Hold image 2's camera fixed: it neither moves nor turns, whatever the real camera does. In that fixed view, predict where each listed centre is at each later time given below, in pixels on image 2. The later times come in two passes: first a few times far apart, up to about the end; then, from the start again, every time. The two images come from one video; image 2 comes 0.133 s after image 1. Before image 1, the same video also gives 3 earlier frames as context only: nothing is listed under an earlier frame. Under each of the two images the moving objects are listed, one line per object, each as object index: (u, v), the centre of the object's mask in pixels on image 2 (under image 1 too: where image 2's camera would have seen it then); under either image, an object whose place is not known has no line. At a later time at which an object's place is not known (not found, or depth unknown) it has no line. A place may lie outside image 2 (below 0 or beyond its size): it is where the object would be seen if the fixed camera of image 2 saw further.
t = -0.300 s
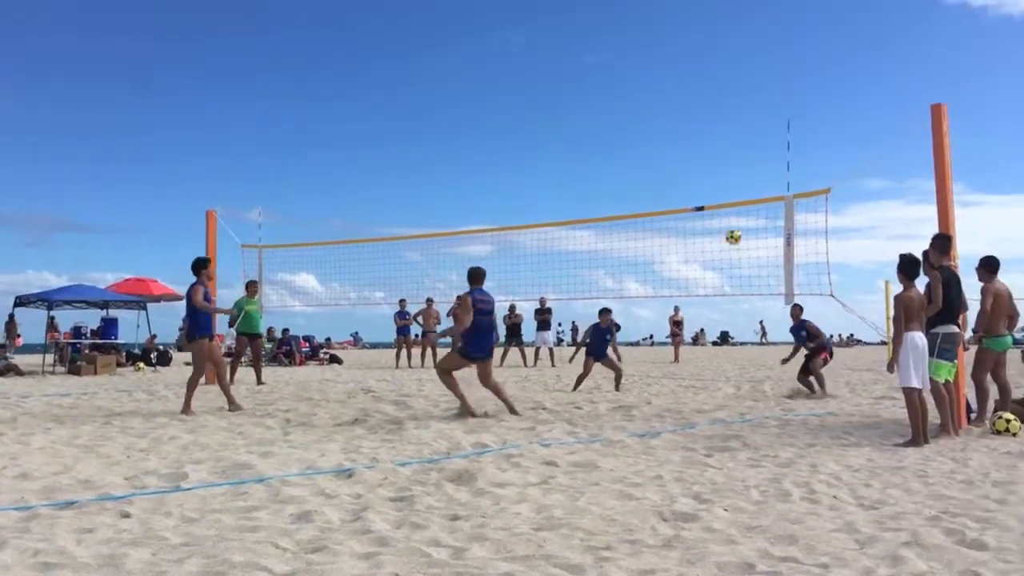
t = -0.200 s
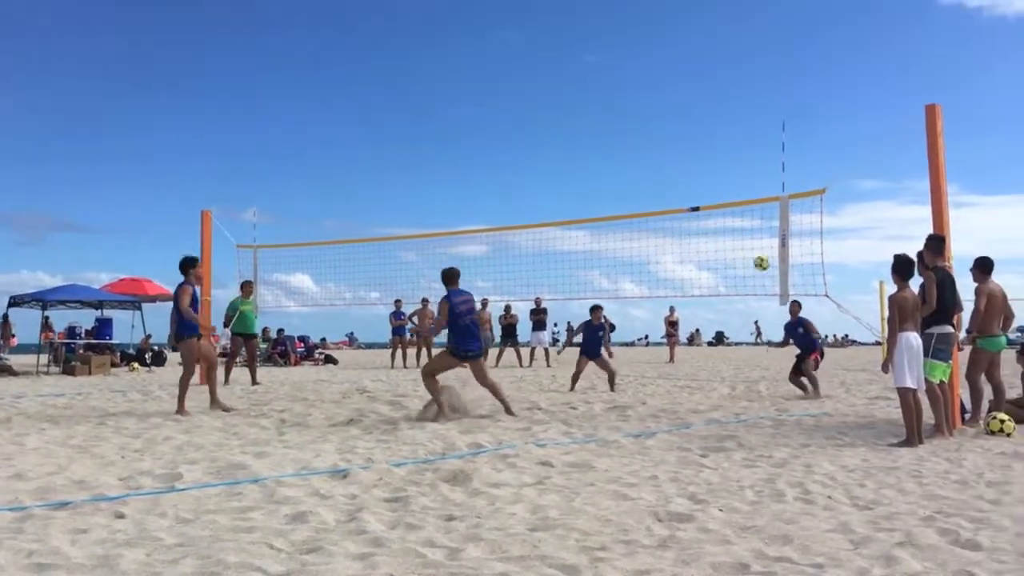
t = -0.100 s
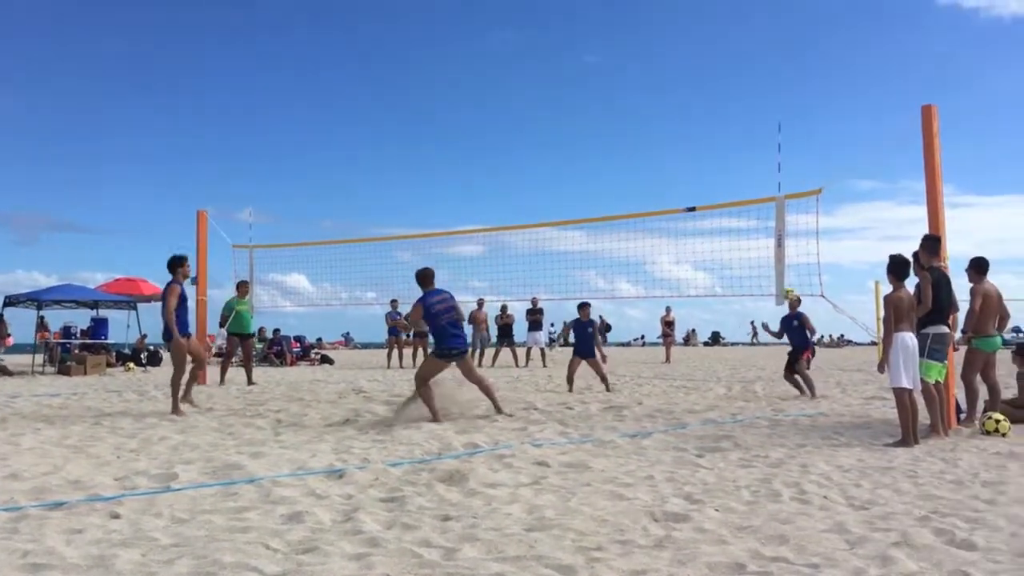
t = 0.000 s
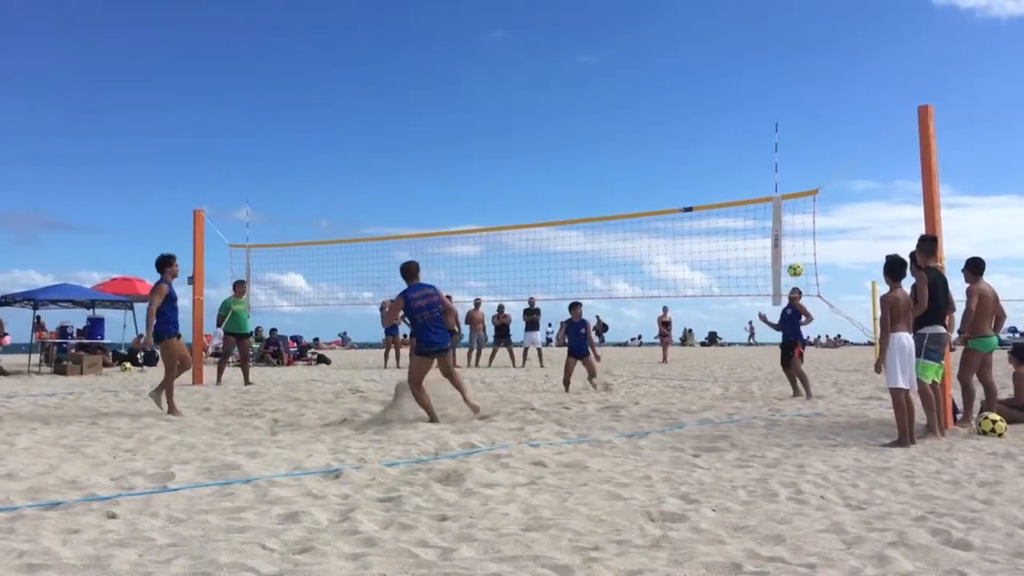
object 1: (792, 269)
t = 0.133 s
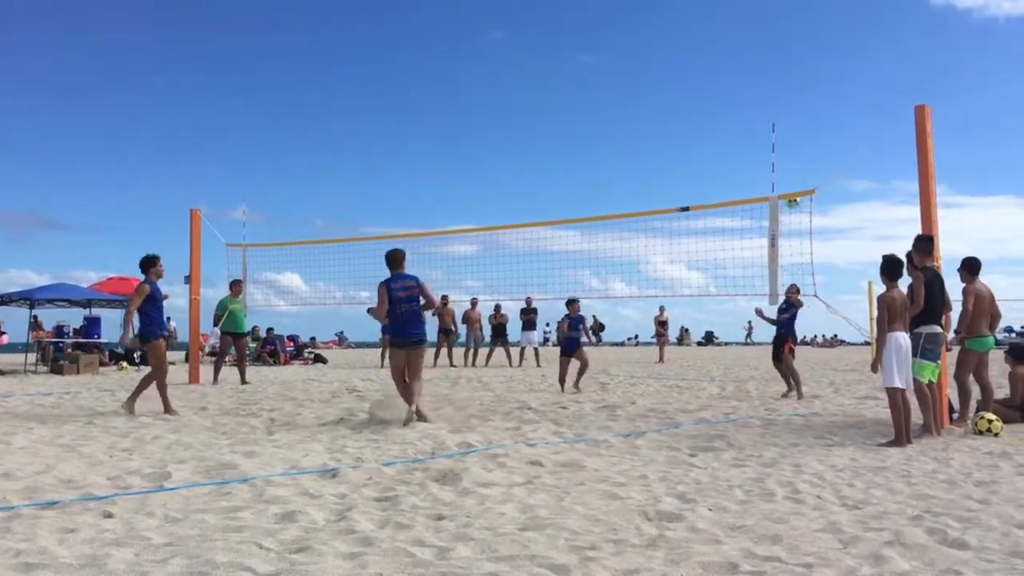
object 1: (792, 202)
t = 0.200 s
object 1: (792, 171)
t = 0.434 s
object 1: (797, 85)
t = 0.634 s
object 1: (806, 38)
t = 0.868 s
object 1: (816, 17)
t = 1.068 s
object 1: (827, 24)
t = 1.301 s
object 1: (840, 69)
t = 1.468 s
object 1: (852, 126)
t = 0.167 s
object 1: (792, 185)
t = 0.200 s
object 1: (792, 171)
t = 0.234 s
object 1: (792, 156)
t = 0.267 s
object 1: (793, 142)
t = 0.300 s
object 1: (794, 128)
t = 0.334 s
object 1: (795, 117)
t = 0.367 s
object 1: (796, 106)
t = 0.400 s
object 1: (797, 96)
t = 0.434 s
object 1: (797, 85)
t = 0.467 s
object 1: (799, 75)
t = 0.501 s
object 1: (800, 66)
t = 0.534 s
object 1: (801, 58)
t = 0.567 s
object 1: (802, 52)
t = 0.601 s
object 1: (804, 44)
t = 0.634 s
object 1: (806, 38)
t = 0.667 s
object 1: (806, 32)
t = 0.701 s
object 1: (808, 29)
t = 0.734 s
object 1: (809, 24)
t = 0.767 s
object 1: (811, 21)
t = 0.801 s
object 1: (813, 20)
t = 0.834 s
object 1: (814, 17)
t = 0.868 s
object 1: (816, 17)
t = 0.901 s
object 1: (817, 16)
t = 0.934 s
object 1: (820, 16)
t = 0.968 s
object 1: (821, 16)
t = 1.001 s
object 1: (822, 19)
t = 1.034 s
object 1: (825, 21)
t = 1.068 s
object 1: (827, 24)
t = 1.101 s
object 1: (828, 29)
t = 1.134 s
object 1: (831, 33)
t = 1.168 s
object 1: (833, 39)
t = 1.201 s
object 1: (835, 45)
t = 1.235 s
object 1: (837, 53)
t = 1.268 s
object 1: (839, 61)
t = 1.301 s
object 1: (840, 69)
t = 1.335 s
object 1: (843, 79)
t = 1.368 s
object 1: (846, 89)
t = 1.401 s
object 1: (848, 101)
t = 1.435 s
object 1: (850, 112)
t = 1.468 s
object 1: (852, 126)
